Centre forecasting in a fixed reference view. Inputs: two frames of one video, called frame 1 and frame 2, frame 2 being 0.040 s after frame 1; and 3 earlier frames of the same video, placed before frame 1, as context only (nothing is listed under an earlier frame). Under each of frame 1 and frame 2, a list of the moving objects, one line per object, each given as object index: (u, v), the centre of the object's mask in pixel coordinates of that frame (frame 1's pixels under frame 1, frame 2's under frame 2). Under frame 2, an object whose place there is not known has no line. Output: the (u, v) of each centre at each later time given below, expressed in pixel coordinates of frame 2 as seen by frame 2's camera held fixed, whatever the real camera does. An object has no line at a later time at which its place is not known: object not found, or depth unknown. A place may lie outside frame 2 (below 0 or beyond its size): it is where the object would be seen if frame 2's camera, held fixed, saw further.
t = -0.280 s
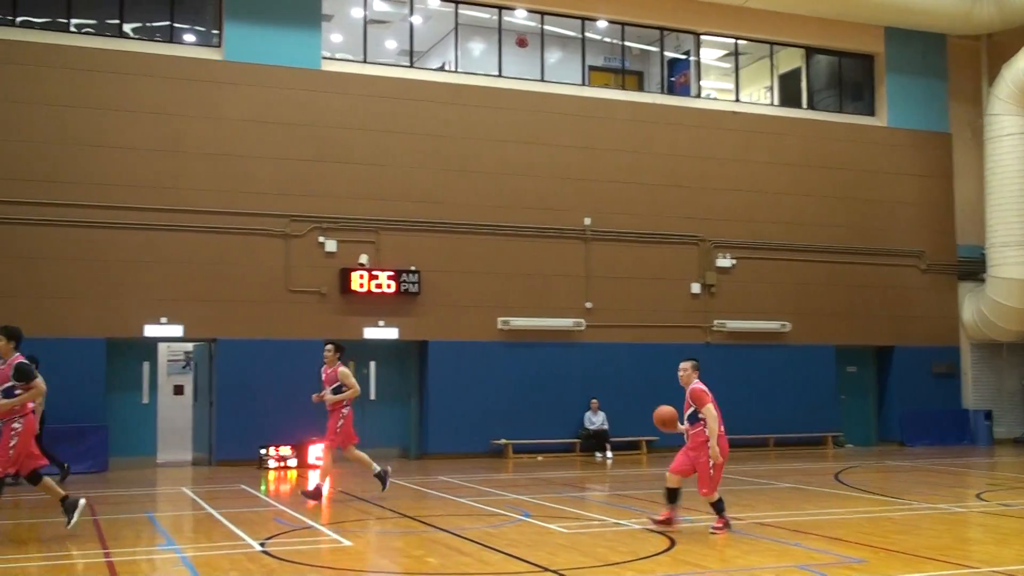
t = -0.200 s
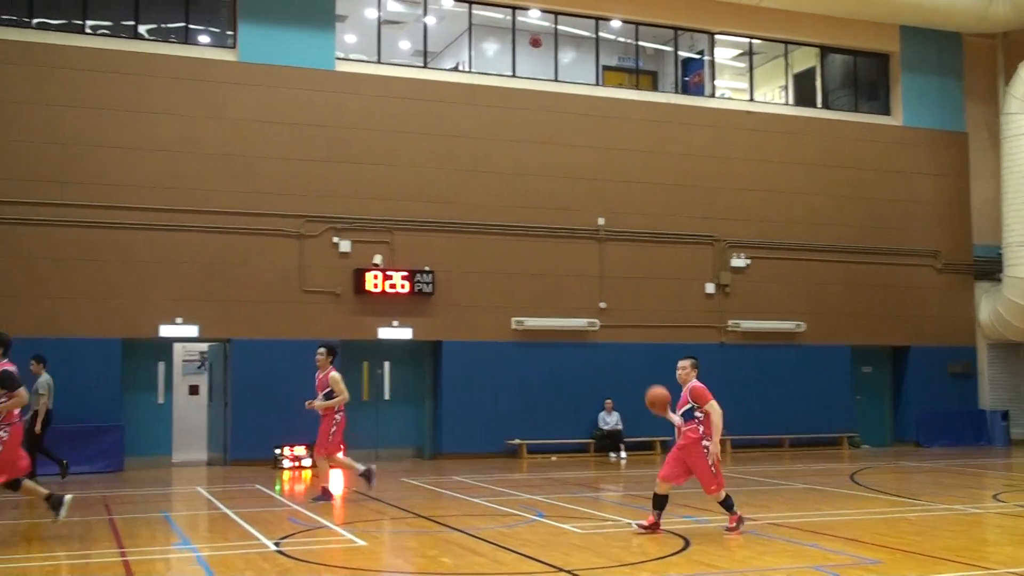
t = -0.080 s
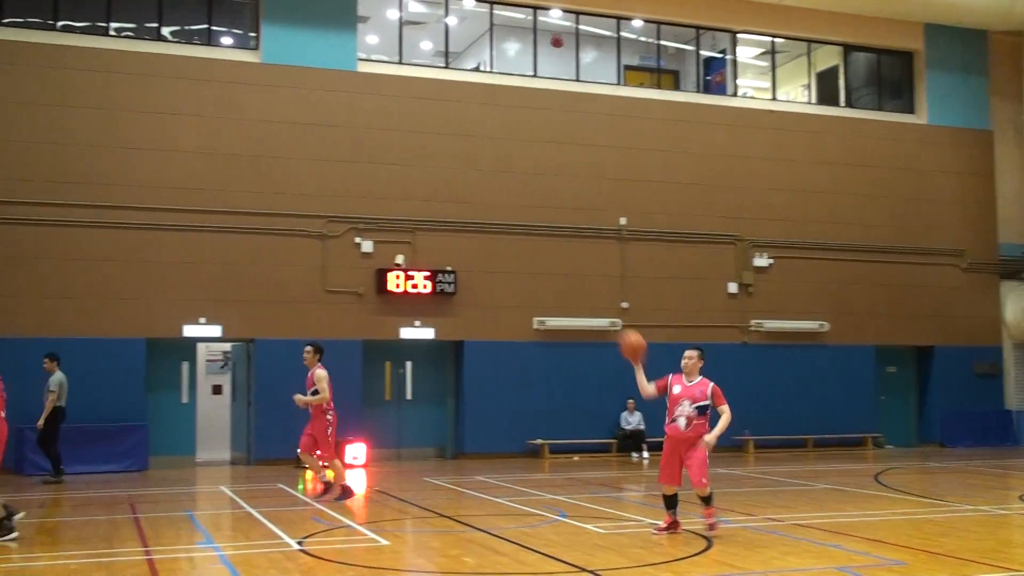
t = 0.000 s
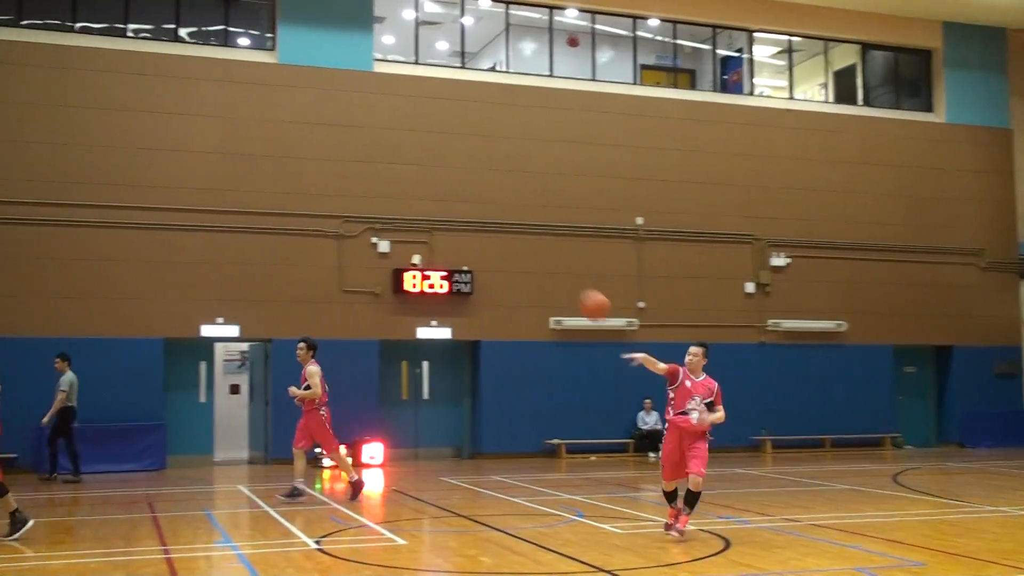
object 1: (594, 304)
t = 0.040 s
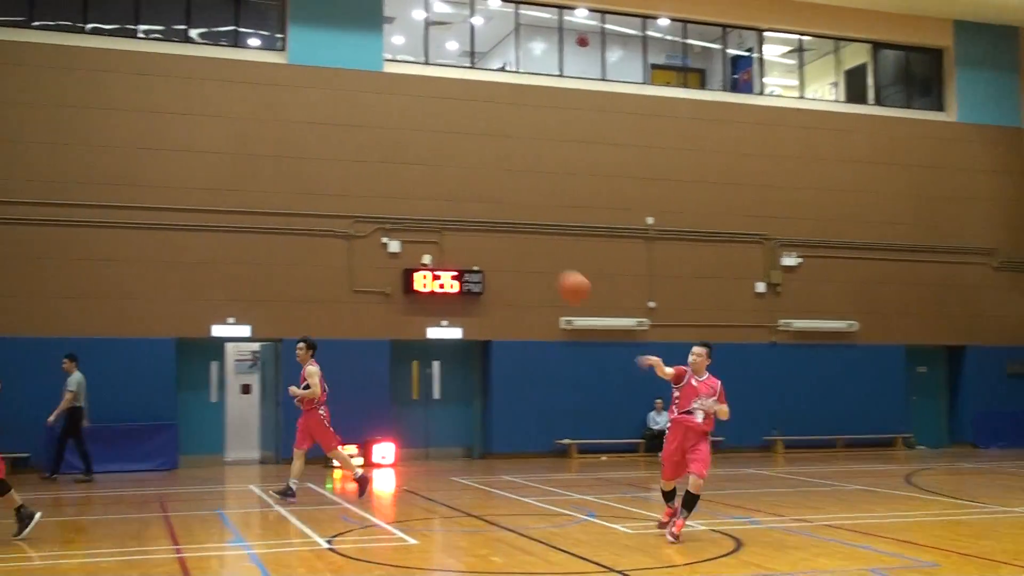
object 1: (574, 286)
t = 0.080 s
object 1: (541, 268)
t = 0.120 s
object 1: (505, 249)
